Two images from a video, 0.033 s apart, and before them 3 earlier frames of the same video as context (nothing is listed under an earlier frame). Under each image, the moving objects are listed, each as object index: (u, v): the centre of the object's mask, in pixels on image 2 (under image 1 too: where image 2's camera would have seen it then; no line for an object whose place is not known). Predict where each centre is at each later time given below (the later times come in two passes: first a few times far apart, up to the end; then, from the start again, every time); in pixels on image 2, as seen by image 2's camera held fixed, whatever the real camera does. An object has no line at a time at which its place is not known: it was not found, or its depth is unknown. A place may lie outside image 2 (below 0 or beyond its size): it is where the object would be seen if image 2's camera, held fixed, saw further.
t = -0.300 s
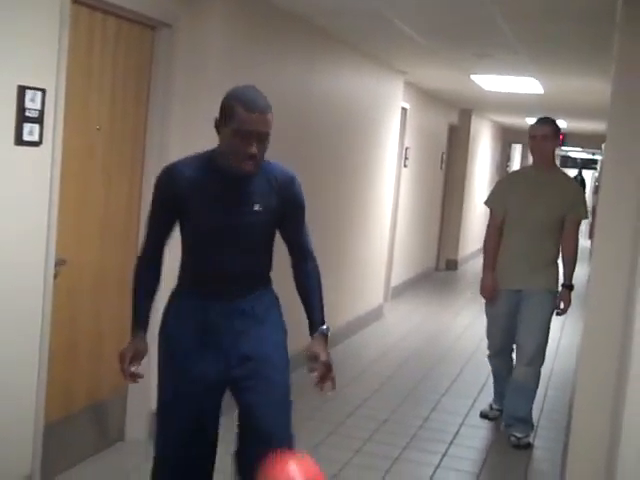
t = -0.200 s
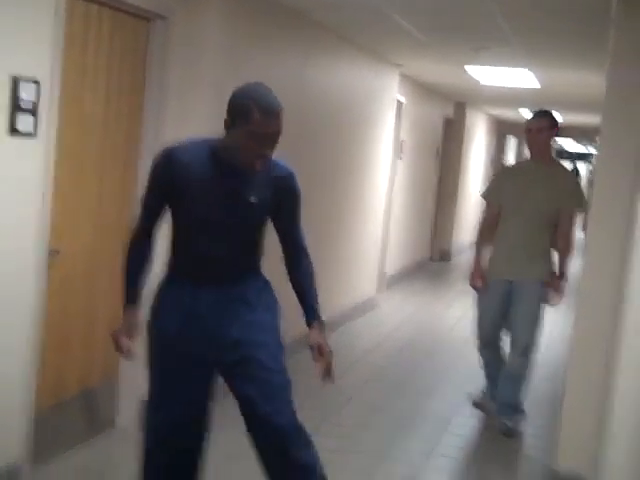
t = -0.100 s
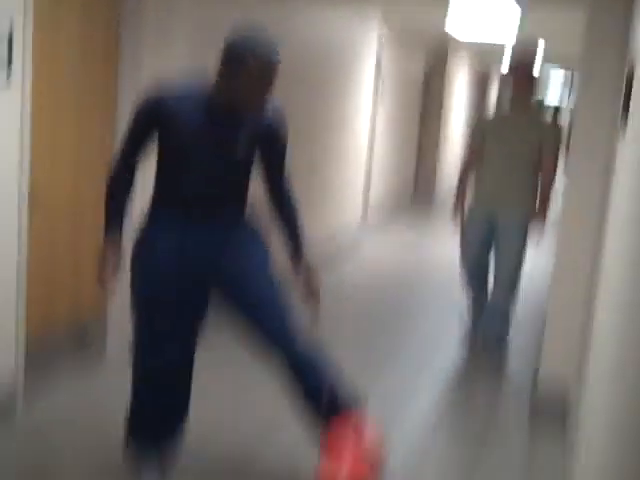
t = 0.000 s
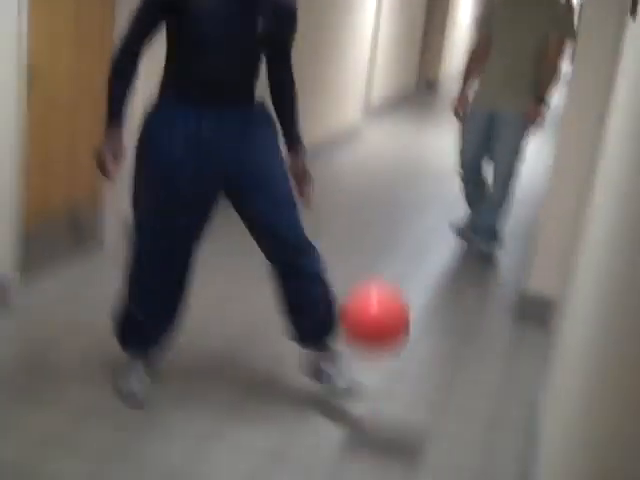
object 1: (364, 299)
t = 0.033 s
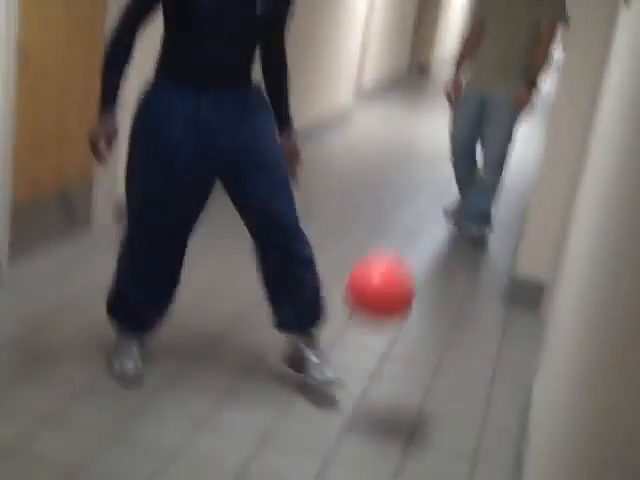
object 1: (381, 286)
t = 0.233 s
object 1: (450, 285)
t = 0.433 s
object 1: (497, 388)
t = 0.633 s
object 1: (465, 335)
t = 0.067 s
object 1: (394, 281)
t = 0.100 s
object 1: (406, 277)
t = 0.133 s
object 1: (418, 274)
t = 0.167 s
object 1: (430, 275)
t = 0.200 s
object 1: (441, 279)
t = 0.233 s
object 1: (450, 285)
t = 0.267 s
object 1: (460, 294)
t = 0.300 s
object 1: (469, 307)
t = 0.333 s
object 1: (477, 322)
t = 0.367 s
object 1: (486, 341)
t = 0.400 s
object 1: (492, 362)
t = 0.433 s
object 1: (497, 388)
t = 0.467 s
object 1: (491, 385)
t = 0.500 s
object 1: (488, 368)
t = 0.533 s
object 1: (483, 357)
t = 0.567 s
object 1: (477, 348)
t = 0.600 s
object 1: (472, 340)
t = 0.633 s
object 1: (465, 335)
